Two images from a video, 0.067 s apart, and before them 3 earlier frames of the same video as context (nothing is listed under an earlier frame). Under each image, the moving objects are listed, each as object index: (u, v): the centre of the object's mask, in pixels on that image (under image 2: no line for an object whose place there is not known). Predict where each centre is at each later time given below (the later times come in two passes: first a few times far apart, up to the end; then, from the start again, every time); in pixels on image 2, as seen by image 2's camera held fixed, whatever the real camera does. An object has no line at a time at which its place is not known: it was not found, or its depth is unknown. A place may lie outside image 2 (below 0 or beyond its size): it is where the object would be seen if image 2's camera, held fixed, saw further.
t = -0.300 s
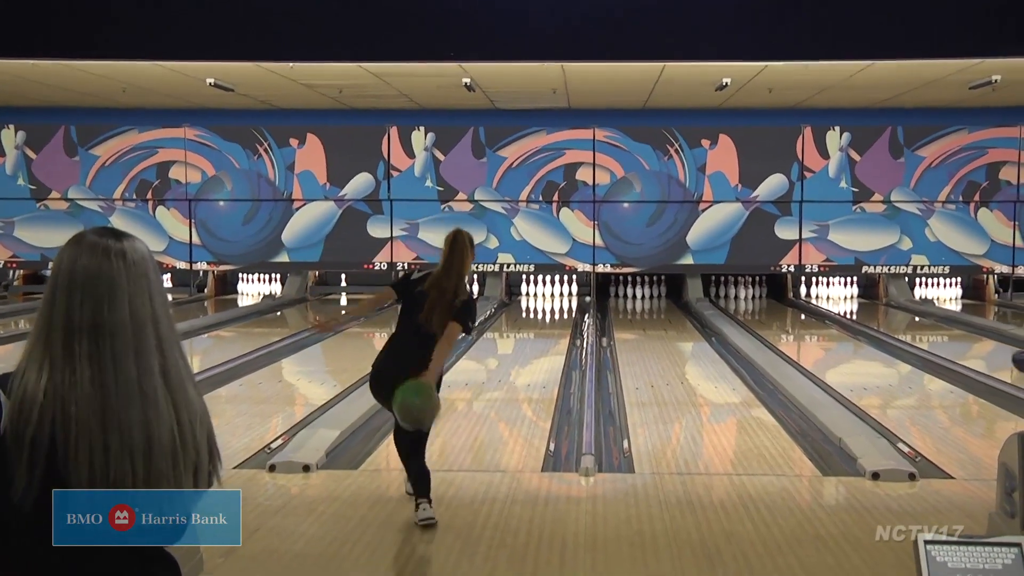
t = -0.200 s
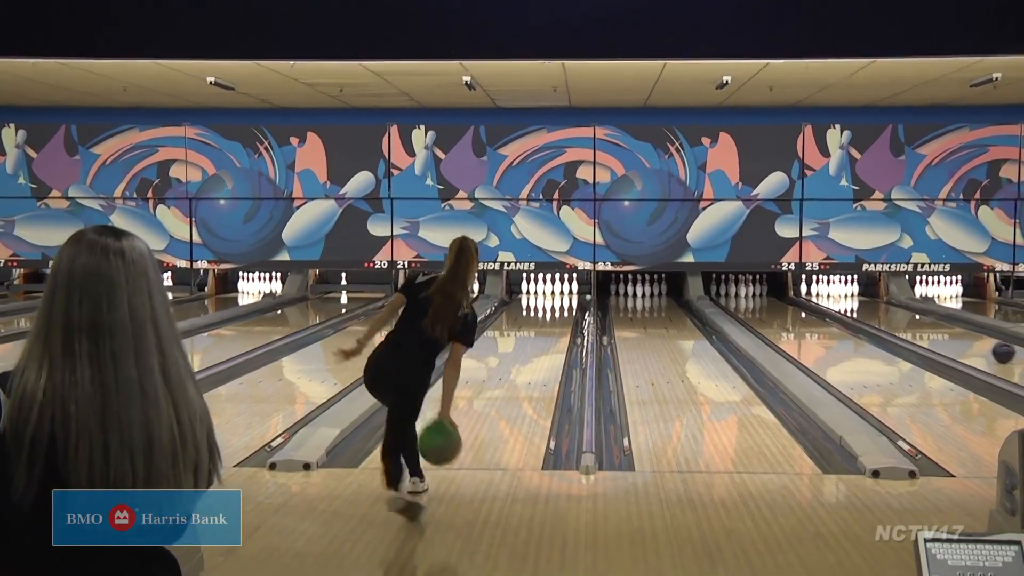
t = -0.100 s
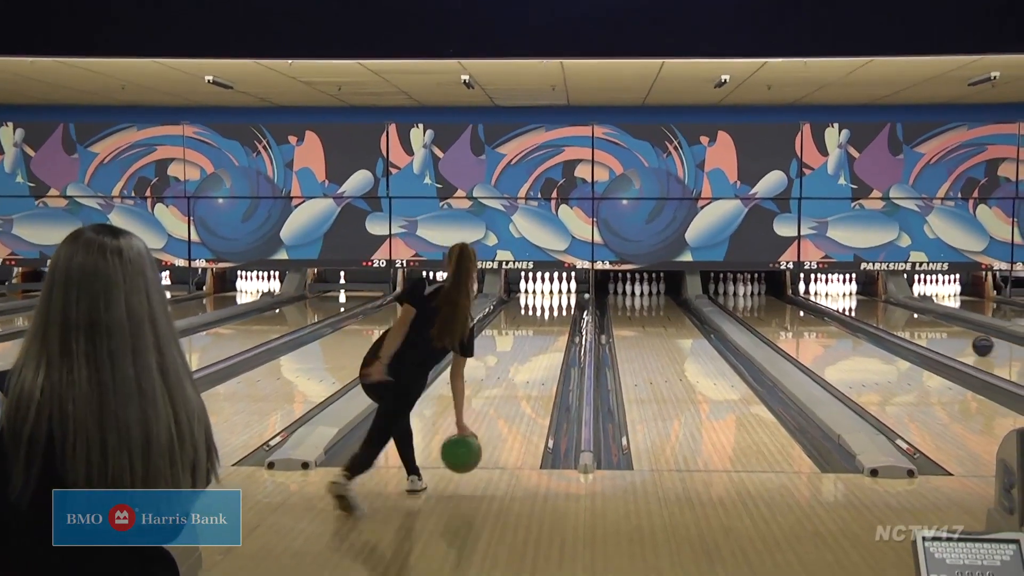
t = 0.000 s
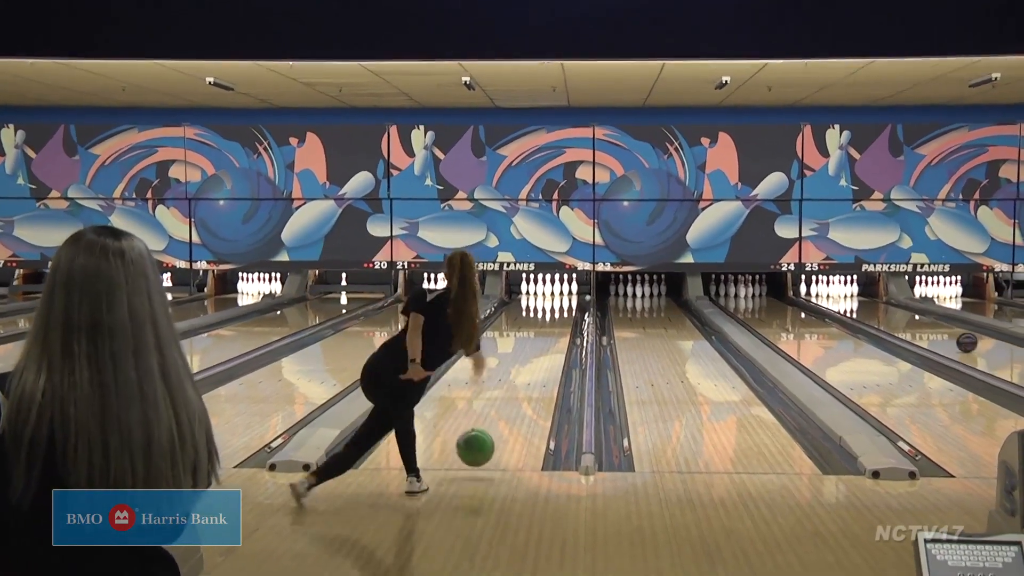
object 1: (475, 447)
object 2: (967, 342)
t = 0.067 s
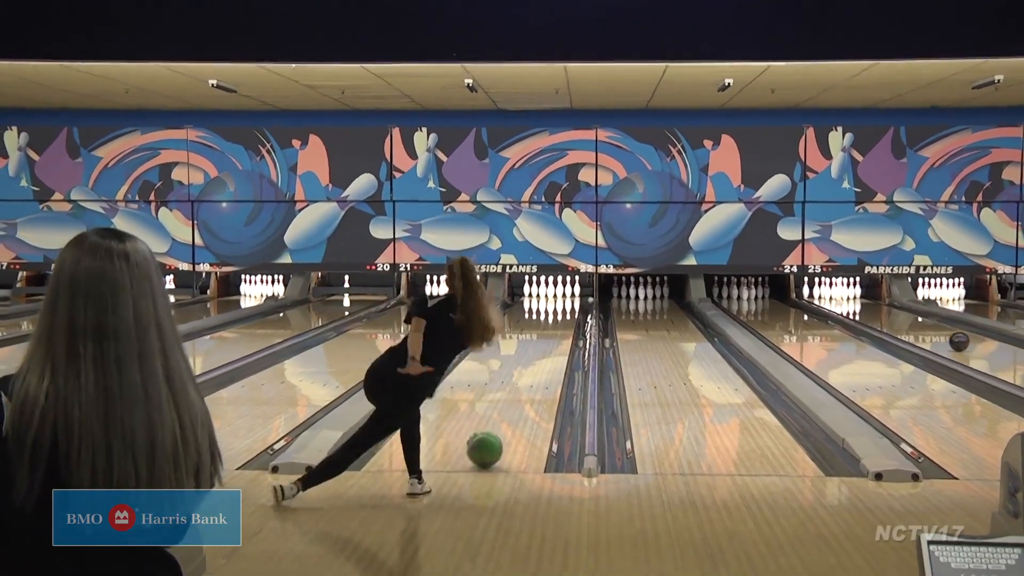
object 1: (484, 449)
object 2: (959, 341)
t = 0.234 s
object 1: (497, 426)
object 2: (934, 334)
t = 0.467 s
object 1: (512, 398)
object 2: (902, 323)
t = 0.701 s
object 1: (522, 377)
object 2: (877, 315)
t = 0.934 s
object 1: (531, 360)
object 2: (856, 307)
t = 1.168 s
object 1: (538, 347)
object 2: (839, 301)
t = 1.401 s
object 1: (542, 336)
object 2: (822, 298)
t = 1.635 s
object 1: (545, 328)
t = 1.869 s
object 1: (547, 321)
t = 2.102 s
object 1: (551, 314)
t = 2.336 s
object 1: (553, 307)
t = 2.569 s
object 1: (553, 303)
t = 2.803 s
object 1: (551, 298)
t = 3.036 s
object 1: (551, 295)
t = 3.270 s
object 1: (549, 289)
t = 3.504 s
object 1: (551, 287)
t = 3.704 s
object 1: (557, 285)
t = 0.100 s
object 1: (487, 444)
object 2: (954, 340)
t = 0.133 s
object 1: (490, 440)
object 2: (949, 338)
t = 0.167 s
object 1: (492, 435)
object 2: (943, 337)
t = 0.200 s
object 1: (495, 431)
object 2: (939, 335)
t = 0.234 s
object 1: (497, 426)
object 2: (934, 334)
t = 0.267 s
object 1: (500, 422)
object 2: (929, 332)
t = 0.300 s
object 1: (503, 418)
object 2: (925, 330)
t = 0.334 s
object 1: (505, 414)
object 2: (921, 329)
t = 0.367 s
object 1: (507, 410)
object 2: (917, 328)
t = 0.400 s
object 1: (508, 406)
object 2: (912, 327)
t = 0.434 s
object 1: (510, 402)
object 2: (907, 325)
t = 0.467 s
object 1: (512, 398)
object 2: (902, 323)
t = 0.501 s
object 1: (513, 395)
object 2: (898, 322)
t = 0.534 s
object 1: (515, 392)
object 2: (894, 321)
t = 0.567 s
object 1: (517, 389)
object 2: (891, 320)
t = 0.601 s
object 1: (518, 386)
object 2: (888, 319)
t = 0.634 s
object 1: (520, 383)
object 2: (884, 318)
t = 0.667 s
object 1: (521, 380)
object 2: (880, 316)
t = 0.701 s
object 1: (522, 377)
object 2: (877, 315)
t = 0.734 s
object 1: (524, 375)
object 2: (874, 314)
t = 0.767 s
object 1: (525, 372)
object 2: (871, 314)
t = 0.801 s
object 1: (526, 370)
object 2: (868, 313)
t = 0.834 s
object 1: (527, 367)
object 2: (864, 311)
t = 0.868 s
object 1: (529, 365)
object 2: (861, 310)
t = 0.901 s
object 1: (529, 363)
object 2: (858, 309)
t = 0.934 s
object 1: (531, 360)
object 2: (856, 307)
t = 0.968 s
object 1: (532, 358)
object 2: (853, 306)
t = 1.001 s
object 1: (534, 356)
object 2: (851, 306)
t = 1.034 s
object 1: (535, 355)
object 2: (849, 306)
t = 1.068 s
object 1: (536, 353)
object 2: (847, 305)
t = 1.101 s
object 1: (537, 351)
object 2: (845, 304)
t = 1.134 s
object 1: (538, 349)
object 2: (842, 303)
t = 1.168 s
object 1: (538, 347)
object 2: (839, 301)
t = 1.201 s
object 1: (539, 345)
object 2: (836, 300)
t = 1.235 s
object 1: (539, 343)
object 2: (834, 299)
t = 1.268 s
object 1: (540, 342)
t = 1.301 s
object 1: (540, 341)
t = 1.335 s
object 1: (541, 339)
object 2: (827, 299)
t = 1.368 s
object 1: (542, 338)
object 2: (825, 299)
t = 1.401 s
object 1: (542, 336)
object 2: (822, 298)
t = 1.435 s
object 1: (542, 335)
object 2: (819, 299)
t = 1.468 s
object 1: (543, 334)
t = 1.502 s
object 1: (543, 332)
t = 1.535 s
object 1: (543, 330)
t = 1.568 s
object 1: (544, 329)
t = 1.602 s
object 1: (544, 328)
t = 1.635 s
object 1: (545, 328)
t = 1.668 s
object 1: (546, 327)
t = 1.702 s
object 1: (546, 326)
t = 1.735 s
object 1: (546, 325)
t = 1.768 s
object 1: (546, 324)
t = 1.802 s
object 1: (547, 323)
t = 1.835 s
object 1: (547, 322)
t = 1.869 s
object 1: (547, 321)
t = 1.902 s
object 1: (547, 321)
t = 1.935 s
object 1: (549, 319)
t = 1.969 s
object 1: (550, 318)
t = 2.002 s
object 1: (550, 317)
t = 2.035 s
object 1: (550, 316)
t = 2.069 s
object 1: (550, 315)
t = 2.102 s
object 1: (551, 314)
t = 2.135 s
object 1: (551, 313)
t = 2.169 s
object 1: (551, 311)
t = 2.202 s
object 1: (551, 309)
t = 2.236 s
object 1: (551, 308)
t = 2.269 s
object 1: (552, 308)
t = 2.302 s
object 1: (553, 307)
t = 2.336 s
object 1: (553, 307)
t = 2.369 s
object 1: (553, 306)
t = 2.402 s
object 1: (554, 306)
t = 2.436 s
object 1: (554, 306)
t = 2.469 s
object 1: (554, 305)
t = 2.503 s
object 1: (554, 304)
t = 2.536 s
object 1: (553, 304)
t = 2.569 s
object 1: (553, 303)
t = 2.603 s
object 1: (553, 304)
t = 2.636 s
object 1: (553, 302)
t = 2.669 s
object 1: (553, 302)
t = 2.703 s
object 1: (553, 301)
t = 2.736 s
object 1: (552, 300)
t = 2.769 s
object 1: (551, 299)
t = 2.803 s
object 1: (551, 298)
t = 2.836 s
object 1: (550, 298)
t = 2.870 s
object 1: (550, 297)
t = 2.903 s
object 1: (550, 298)
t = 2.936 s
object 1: (550, 296)
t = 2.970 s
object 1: (550, 296)
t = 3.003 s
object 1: (551, 296)
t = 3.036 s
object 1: (551, 295)
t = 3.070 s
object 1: (551, 295)
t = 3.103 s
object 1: (551, 294)
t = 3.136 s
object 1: (550, 293)
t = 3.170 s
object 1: (550, 292)
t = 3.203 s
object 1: (549, 292)
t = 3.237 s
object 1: (549, 290)
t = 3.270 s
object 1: (549, 289)
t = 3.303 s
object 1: (549, 289)
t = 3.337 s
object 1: (549, 289)
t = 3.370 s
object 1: (550, 289)
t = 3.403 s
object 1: (551, 289)
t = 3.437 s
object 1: (552, 288)
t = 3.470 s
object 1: (551, 288)
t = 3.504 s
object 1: (551, 287)
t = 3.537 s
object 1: (551, 286)
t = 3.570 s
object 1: (552, 286)
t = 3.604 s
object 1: (553, 285)
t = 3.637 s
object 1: (554, 285)
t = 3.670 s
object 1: (556, 285)
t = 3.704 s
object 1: (557, 285)
